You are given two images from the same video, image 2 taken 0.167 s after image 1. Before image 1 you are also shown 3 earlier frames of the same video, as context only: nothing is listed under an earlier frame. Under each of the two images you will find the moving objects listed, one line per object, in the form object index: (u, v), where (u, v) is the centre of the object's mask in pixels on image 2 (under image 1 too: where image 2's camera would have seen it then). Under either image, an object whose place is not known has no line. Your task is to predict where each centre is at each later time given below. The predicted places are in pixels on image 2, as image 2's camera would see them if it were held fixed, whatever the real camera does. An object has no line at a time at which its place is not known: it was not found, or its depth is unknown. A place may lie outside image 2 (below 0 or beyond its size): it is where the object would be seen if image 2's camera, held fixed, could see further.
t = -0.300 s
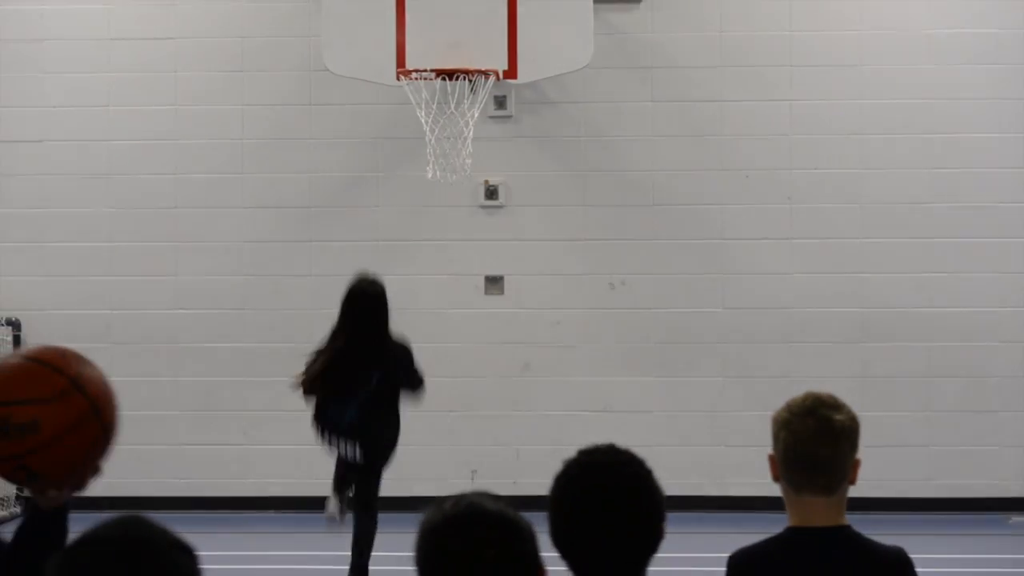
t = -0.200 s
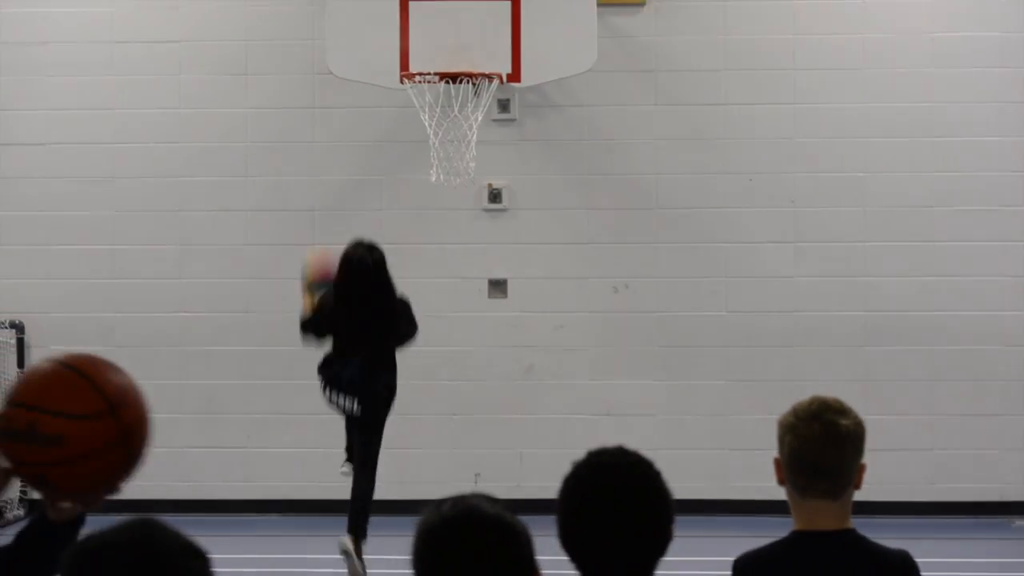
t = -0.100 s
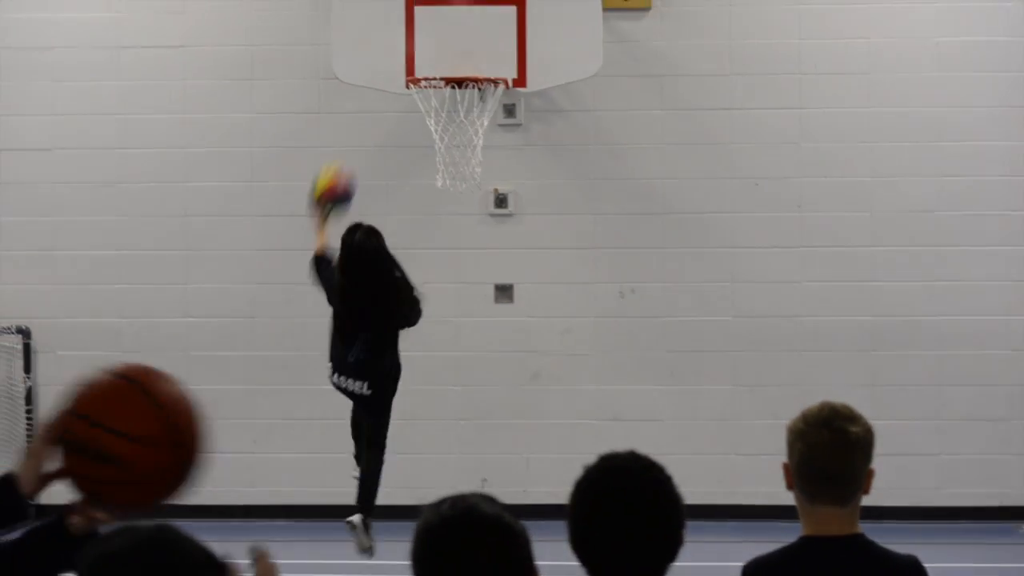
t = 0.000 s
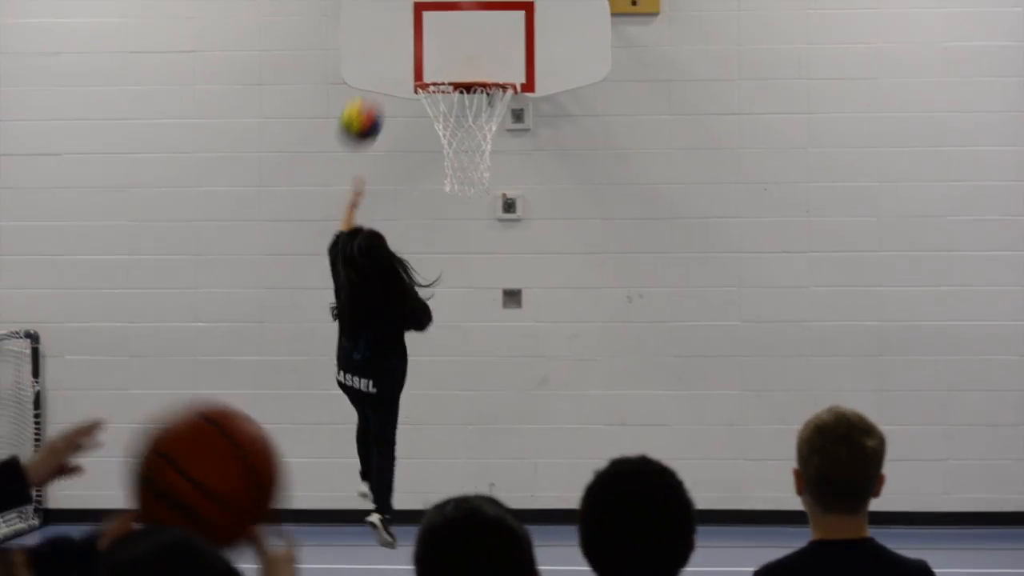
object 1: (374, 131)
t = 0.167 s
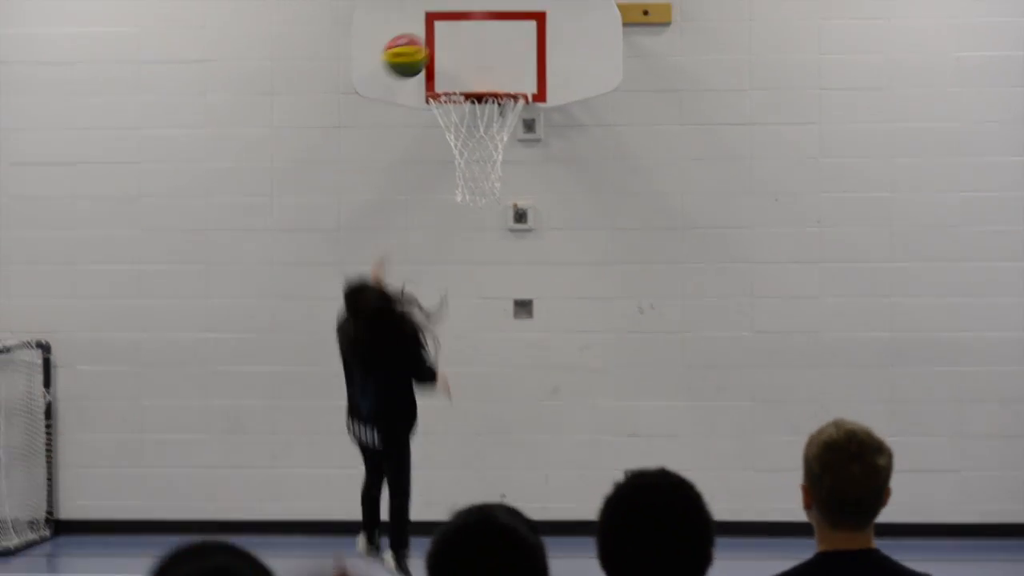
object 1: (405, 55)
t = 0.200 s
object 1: (412, 47)
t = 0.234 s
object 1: (418, 40)
